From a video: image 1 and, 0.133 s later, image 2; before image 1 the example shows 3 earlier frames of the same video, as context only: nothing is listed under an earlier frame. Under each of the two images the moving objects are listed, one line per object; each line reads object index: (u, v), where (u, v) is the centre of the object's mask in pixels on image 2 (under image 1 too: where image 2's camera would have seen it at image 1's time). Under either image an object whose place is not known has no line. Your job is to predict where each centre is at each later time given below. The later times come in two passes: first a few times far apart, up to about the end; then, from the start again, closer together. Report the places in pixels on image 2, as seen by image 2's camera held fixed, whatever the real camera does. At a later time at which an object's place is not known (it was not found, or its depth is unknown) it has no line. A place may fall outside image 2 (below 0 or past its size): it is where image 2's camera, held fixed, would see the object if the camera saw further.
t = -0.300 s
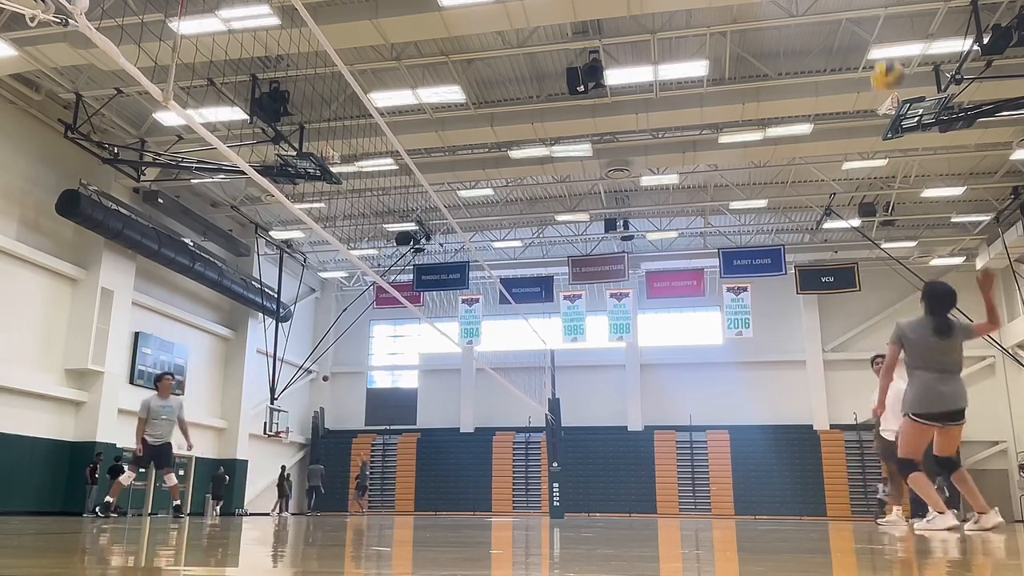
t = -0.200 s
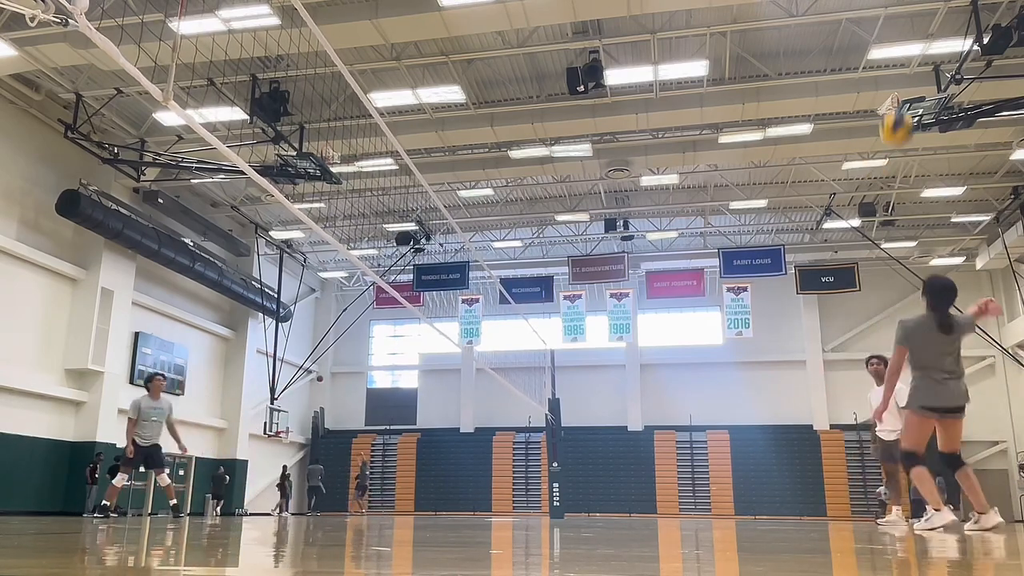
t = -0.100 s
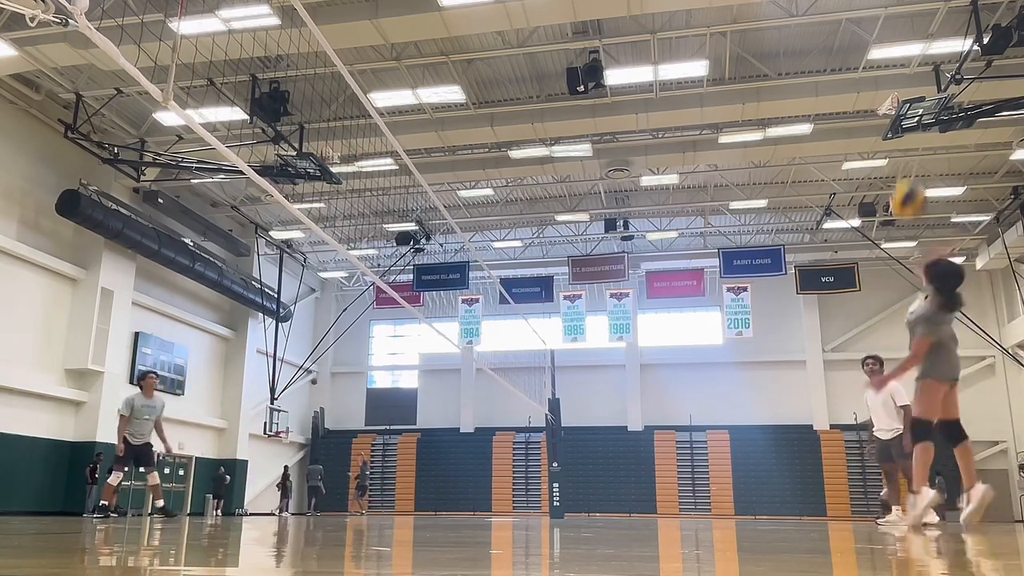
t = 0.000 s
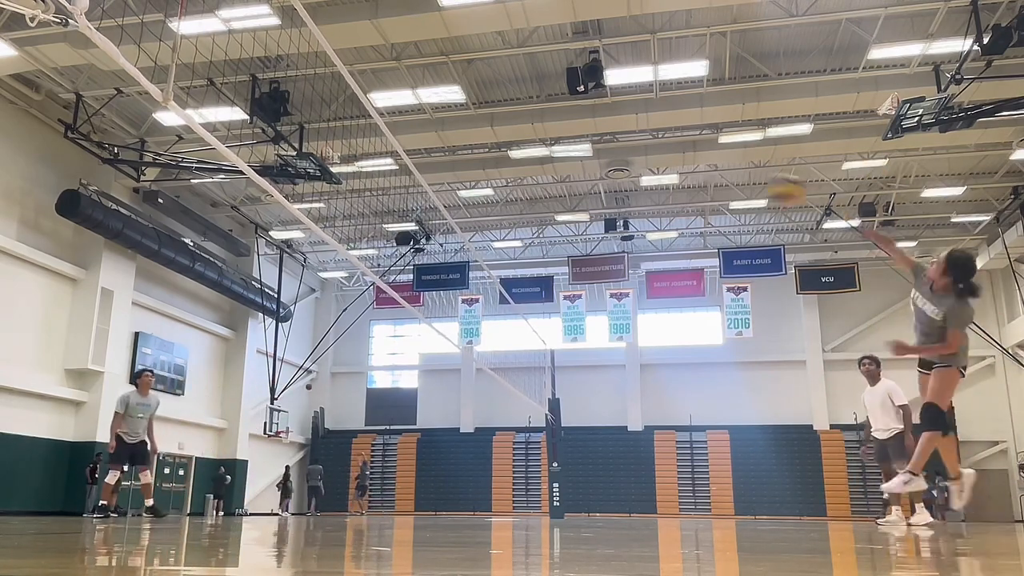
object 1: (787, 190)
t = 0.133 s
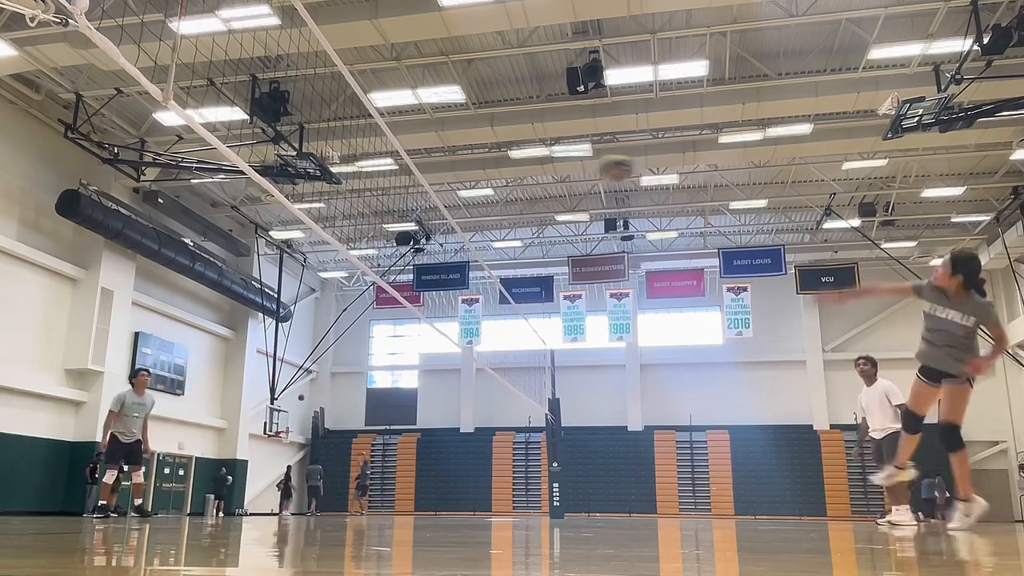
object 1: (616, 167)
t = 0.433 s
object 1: (353, 200)
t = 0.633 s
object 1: (226, 257)
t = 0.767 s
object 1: (154, 310)
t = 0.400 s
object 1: (378, 192)
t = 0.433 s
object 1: (353, 200)
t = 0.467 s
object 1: (331, 210)
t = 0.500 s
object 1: (312, 213)
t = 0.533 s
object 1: (288, 223)
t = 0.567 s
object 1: (265, 234)
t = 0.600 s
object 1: (246, 245)
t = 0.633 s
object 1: (226, 257)
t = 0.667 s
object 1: (205, 271)
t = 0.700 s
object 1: (189, 283)
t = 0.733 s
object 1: (172, 298)
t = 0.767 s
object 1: (154, 310)
